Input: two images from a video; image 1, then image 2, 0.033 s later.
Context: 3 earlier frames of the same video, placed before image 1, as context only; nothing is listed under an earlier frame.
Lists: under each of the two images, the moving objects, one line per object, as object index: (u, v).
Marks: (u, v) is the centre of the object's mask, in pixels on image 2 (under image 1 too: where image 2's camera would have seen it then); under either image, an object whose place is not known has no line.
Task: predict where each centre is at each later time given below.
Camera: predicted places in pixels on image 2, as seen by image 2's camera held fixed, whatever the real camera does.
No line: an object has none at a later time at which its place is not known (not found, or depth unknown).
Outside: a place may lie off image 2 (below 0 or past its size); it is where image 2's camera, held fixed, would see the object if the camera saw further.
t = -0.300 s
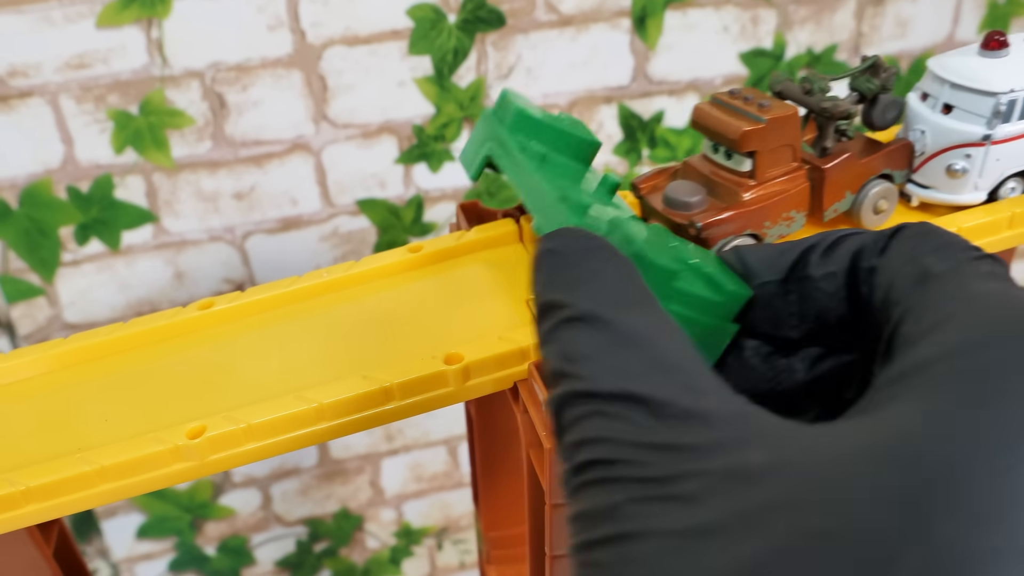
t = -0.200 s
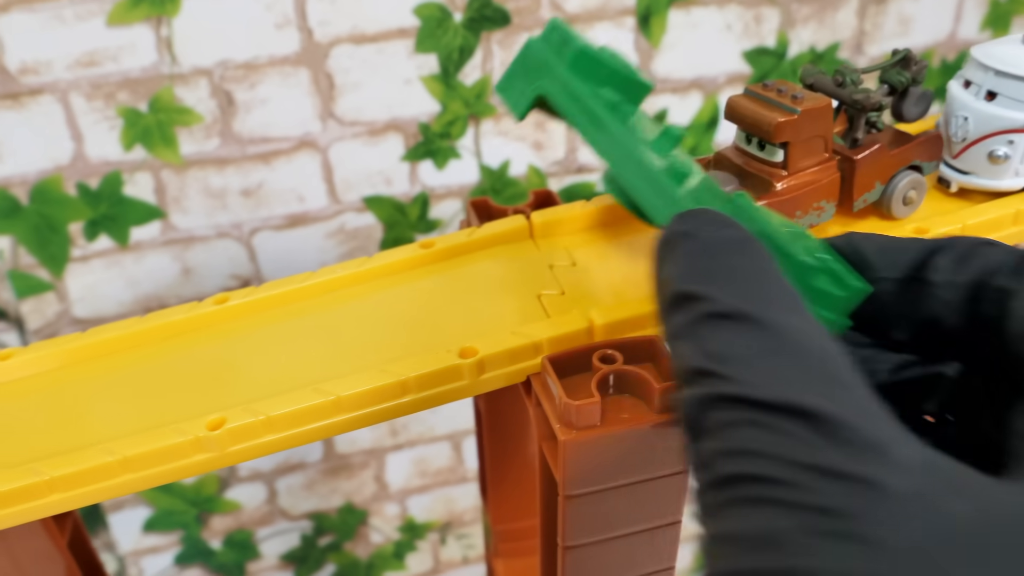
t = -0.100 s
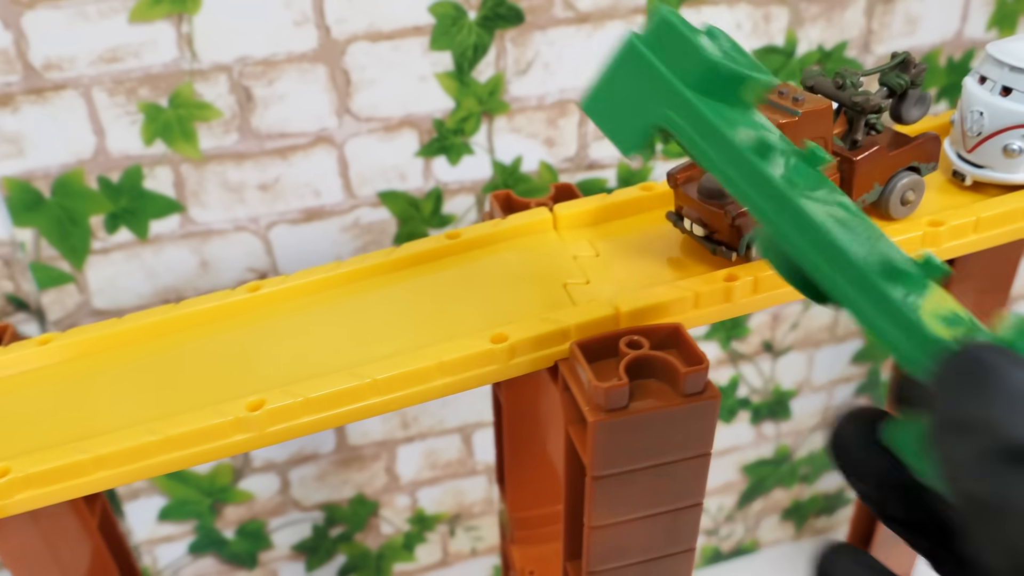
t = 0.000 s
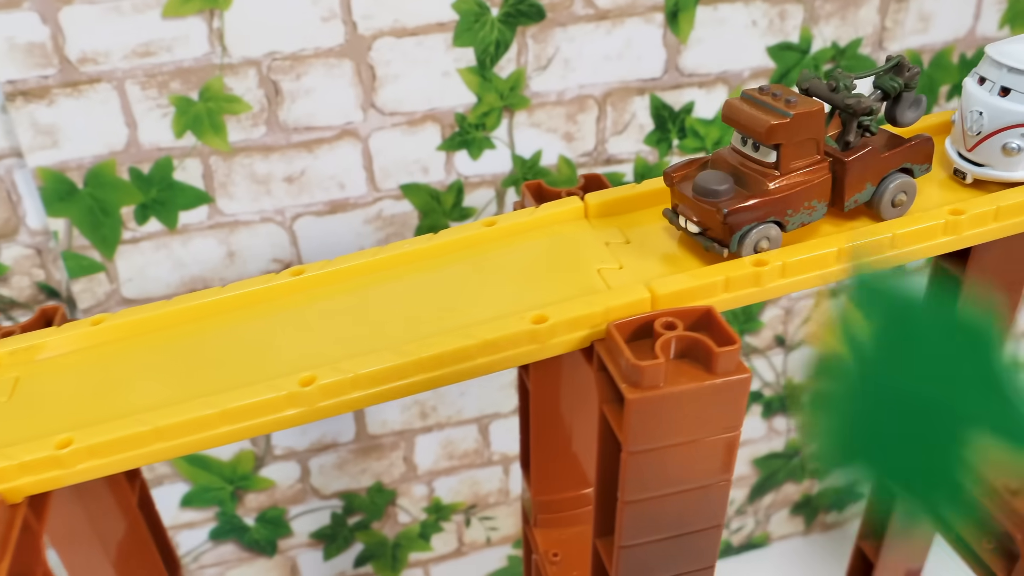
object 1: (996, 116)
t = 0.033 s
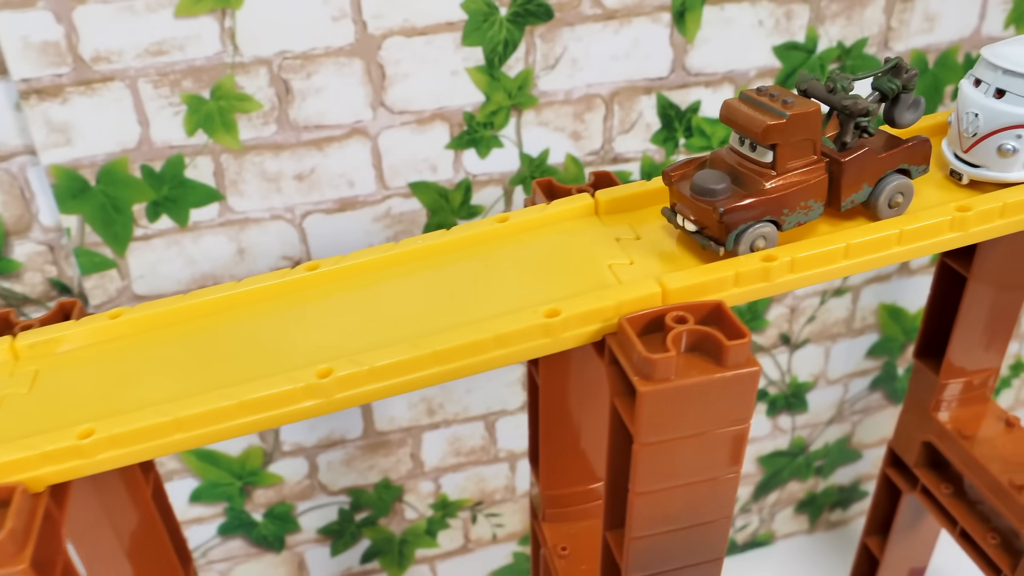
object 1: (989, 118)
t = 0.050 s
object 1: (985, 119)
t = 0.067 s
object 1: (980, 120)
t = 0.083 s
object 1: (974, 121)
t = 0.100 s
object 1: (968, 121)
